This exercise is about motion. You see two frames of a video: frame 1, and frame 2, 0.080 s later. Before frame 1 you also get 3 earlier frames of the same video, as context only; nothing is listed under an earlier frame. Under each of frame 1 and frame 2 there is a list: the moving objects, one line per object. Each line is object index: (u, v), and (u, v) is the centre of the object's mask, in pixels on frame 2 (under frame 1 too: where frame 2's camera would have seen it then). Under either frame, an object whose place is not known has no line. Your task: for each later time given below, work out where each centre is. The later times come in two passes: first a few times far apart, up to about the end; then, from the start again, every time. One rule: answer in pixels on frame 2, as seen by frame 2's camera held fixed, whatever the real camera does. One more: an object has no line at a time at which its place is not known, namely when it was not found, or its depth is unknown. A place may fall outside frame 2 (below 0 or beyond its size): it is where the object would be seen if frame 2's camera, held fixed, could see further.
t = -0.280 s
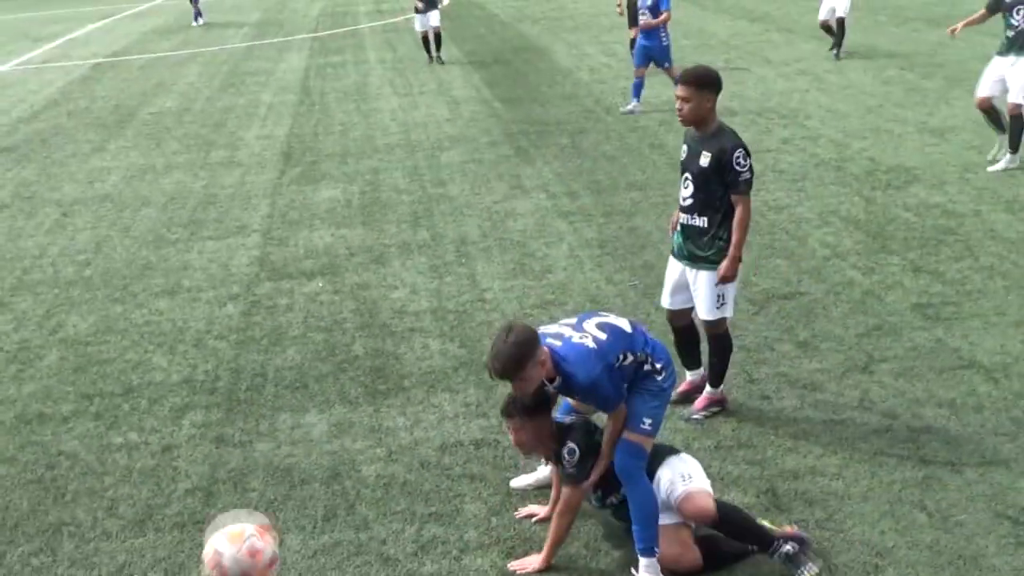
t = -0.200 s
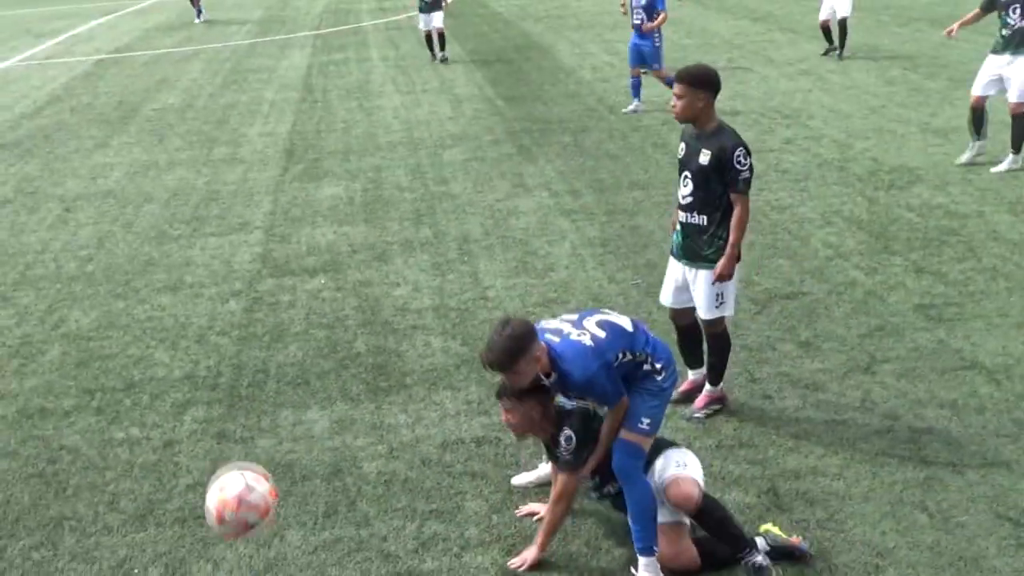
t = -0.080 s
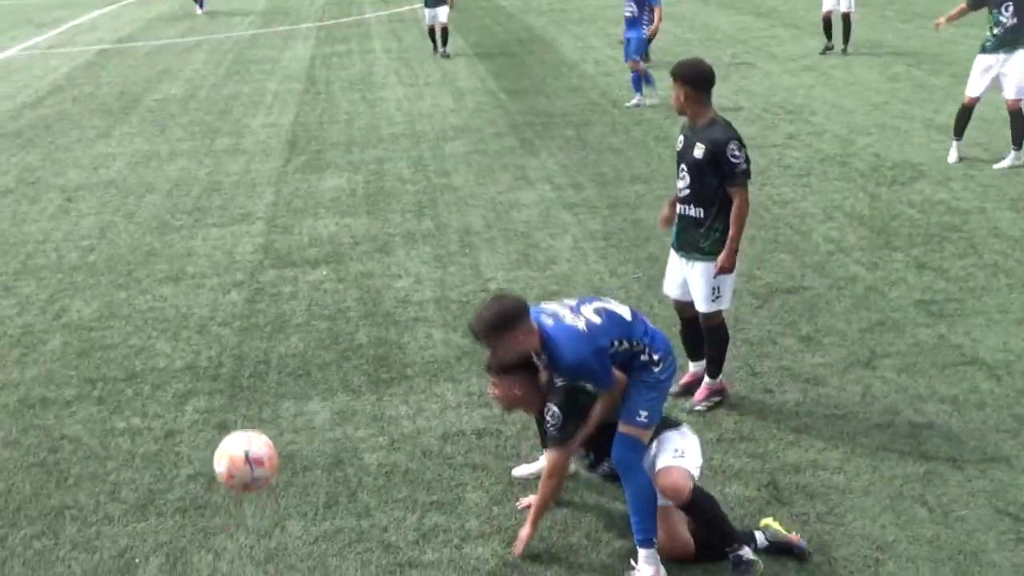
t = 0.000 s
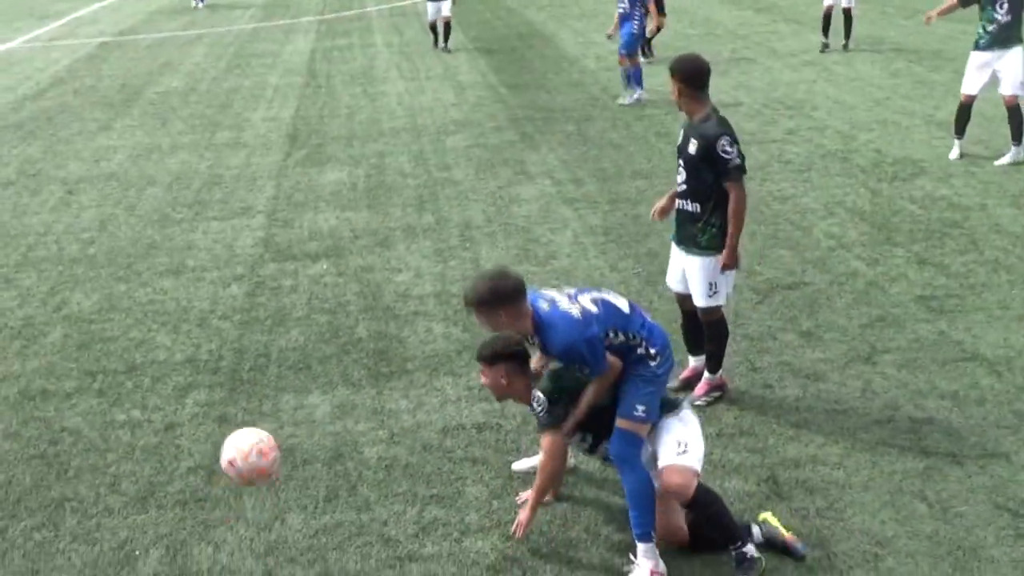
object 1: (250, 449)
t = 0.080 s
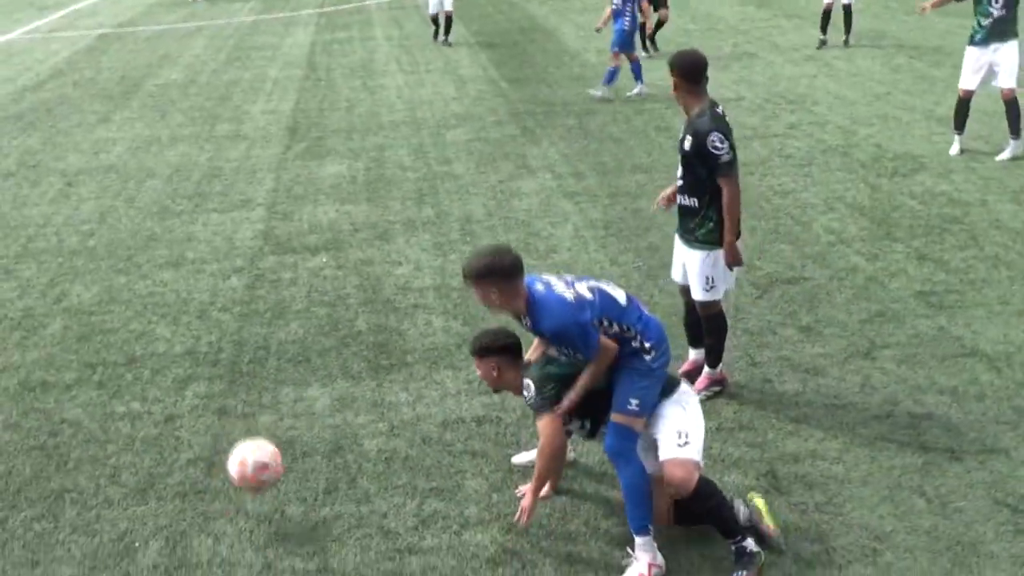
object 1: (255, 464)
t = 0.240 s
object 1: (249, 396)
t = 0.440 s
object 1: (240, 315)
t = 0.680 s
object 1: (240, 313)
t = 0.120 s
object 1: (257, 479)
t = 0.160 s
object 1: (256, 461)
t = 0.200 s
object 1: (252, 426)
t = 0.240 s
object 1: (249, 396)
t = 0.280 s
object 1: (246, 373)
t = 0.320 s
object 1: (244, 353)
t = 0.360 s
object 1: (243, 337)
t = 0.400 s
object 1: (242, 324)
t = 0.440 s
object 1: (240, 315)
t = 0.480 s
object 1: (240, 310)
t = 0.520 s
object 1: (240, 308)
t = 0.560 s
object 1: (239, 308)
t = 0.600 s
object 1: (239, 311)
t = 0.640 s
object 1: (239, 317)
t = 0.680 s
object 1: (240, 313)
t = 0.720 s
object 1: (238, 296)
